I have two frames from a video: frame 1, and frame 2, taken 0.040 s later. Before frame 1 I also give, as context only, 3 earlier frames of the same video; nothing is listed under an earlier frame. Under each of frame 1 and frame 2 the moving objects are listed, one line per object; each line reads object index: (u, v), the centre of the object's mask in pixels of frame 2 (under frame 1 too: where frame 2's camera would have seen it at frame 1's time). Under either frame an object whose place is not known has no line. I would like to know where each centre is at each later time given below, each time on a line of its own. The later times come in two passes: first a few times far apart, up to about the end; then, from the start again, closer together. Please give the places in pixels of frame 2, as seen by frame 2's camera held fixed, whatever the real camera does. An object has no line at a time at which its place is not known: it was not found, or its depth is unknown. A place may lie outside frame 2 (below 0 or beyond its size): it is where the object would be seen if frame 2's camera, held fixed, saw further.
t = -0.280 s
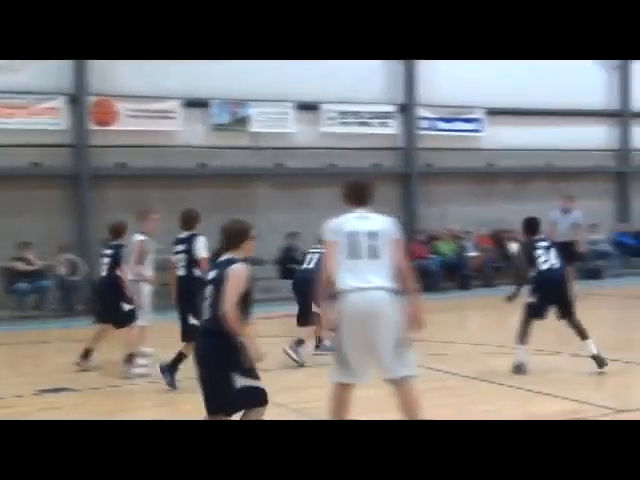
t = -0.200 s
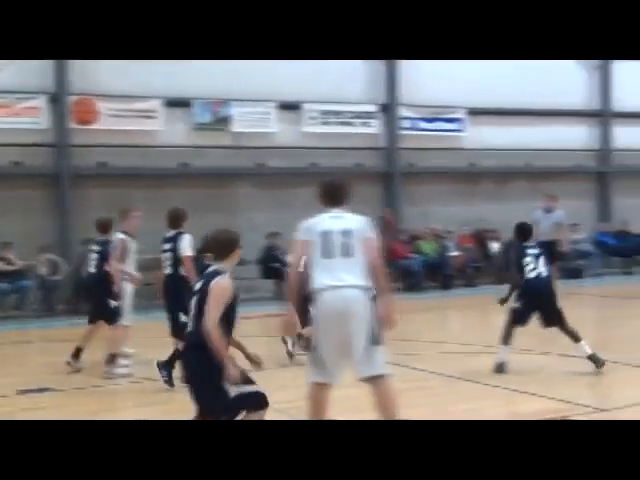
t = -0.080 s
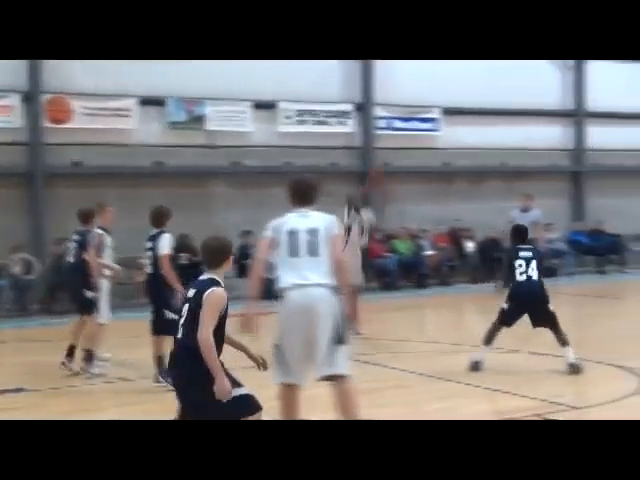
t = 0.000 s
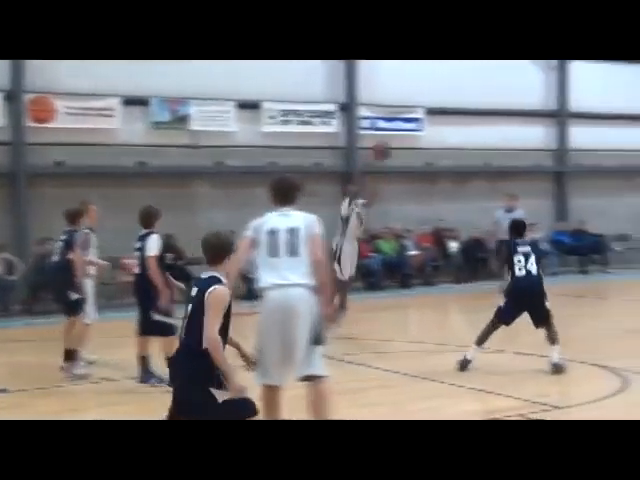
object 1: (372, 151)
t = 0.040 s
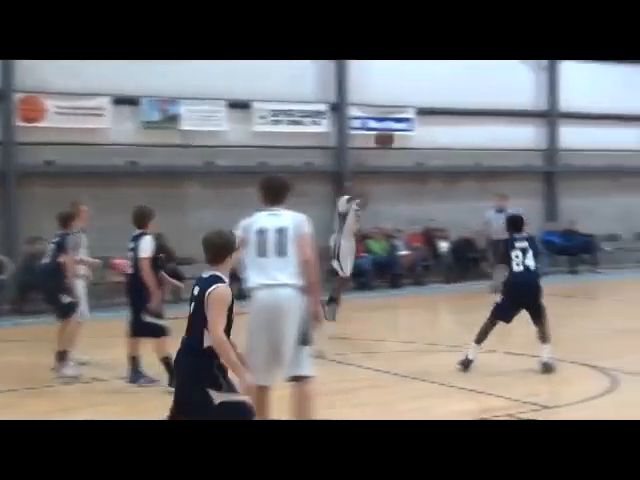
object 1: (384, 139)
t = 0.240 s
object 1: (446, 100)
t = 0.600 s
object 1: (606, 116)
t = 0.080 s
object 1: (395, 131)
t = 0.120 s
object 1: (407, 119)
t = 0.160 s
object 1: (419, 112)
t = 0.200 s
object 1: (431, 106)
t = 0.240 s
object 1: (446, 100)
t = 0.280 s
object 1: (459, 96)
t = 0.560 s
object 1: (583, 107)
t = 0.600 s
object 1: (606, 116)
